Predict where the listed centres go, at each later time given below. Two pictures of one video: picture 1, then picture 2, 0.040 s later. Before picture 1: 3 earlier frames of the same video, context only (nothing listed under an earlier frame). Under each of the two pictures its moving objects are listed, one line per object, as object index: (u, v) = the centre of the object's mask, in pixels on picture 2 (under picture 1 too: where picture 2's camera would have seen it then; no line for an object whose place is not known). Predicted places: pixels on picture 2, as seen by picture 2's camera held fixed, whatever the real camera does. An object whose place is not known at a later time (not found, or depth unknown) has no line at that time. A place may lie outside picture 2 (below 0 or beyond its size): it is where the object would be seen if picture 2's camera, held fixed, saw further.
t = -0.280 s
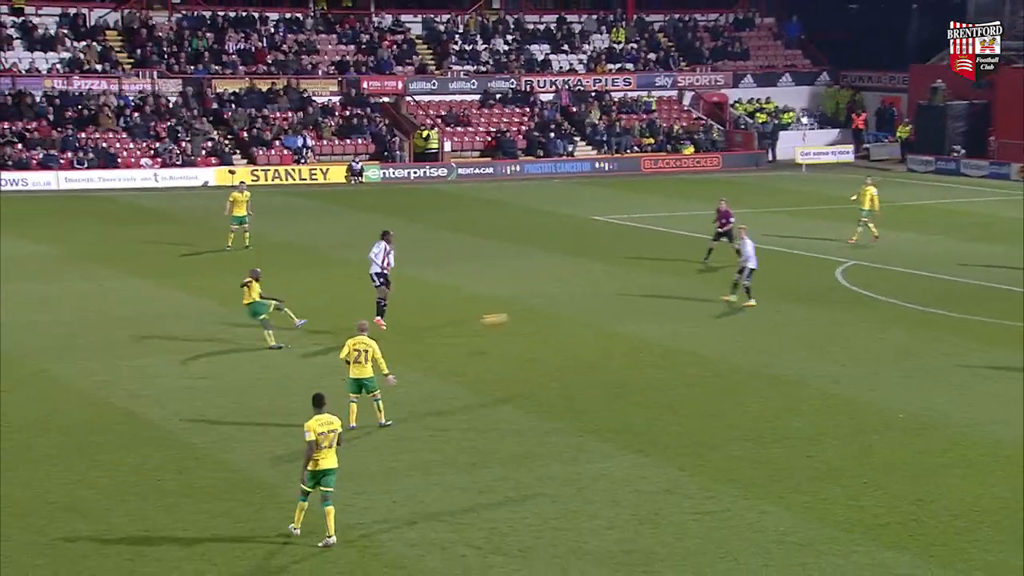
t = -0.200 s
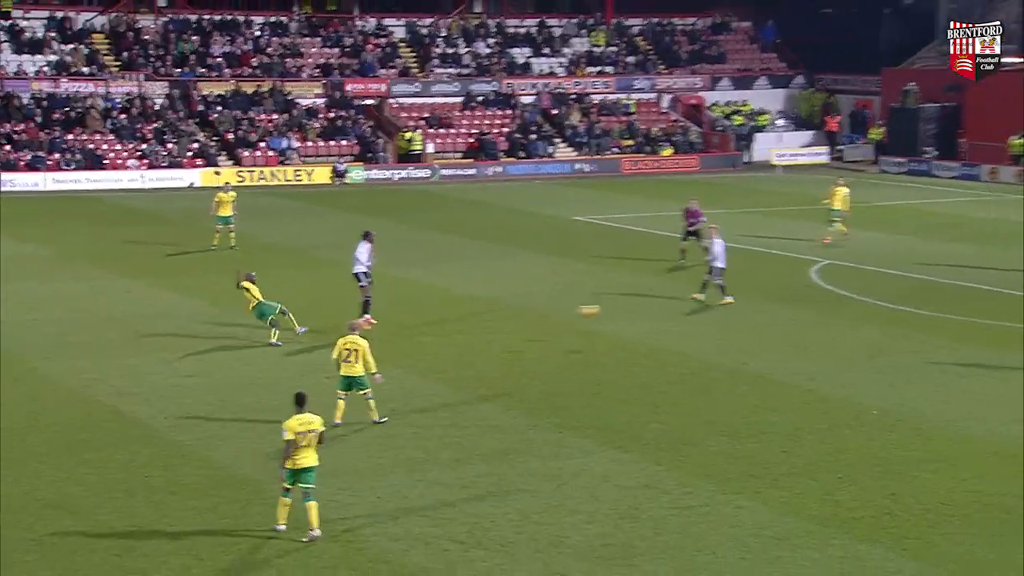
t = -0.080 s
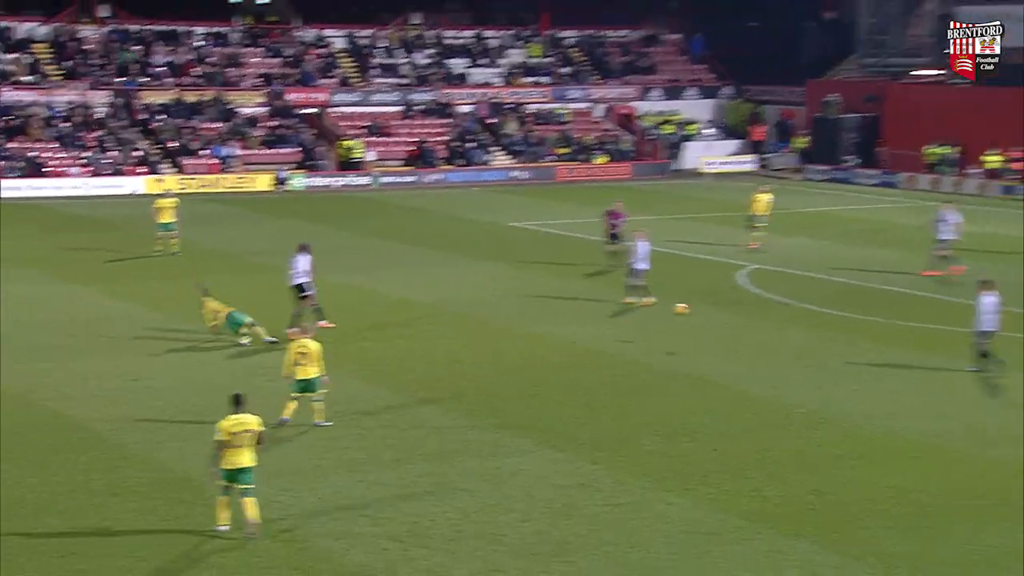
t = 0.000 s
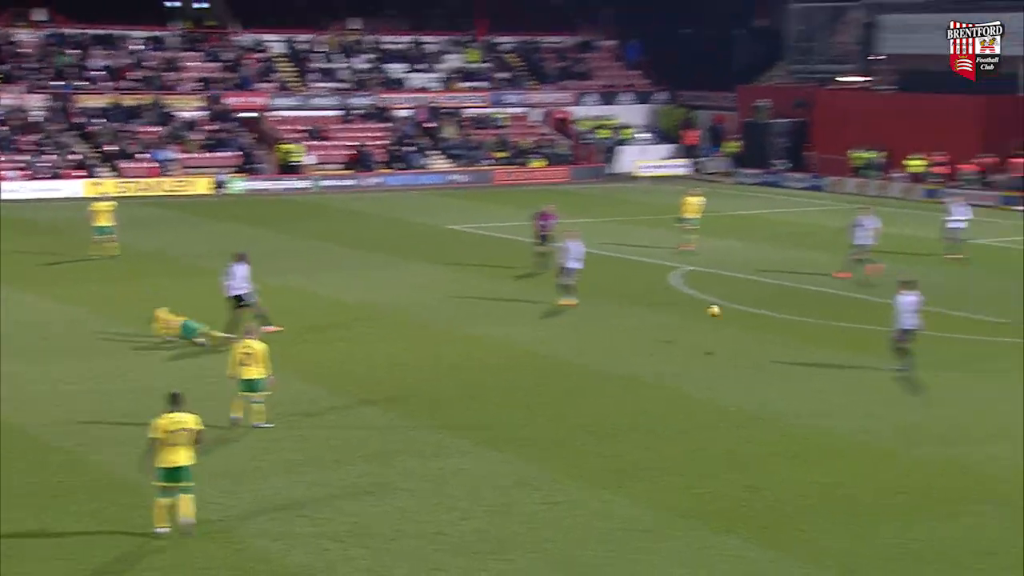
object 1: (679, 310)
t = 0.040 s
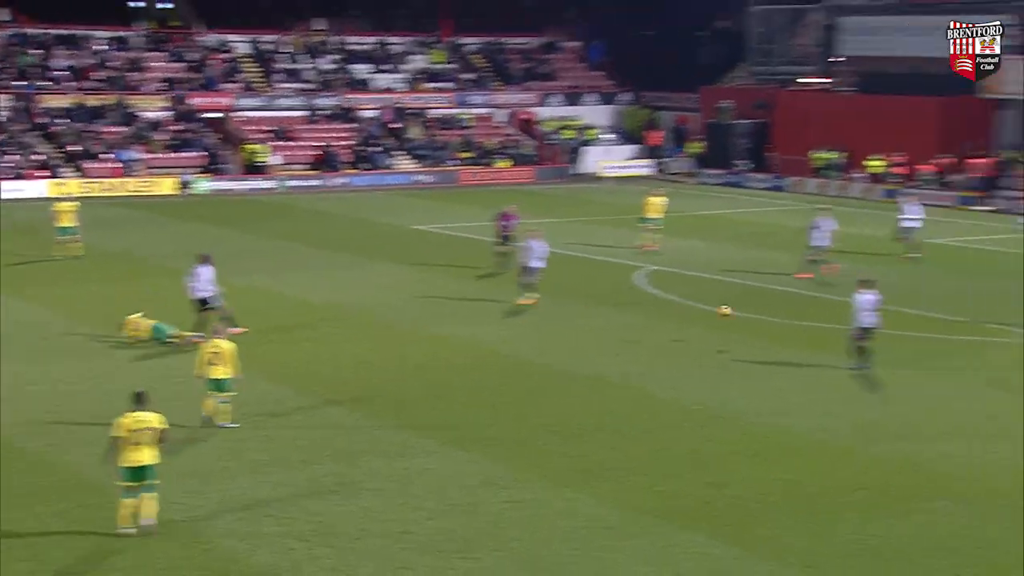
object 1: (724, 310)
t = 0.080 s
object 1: (770, 312)
